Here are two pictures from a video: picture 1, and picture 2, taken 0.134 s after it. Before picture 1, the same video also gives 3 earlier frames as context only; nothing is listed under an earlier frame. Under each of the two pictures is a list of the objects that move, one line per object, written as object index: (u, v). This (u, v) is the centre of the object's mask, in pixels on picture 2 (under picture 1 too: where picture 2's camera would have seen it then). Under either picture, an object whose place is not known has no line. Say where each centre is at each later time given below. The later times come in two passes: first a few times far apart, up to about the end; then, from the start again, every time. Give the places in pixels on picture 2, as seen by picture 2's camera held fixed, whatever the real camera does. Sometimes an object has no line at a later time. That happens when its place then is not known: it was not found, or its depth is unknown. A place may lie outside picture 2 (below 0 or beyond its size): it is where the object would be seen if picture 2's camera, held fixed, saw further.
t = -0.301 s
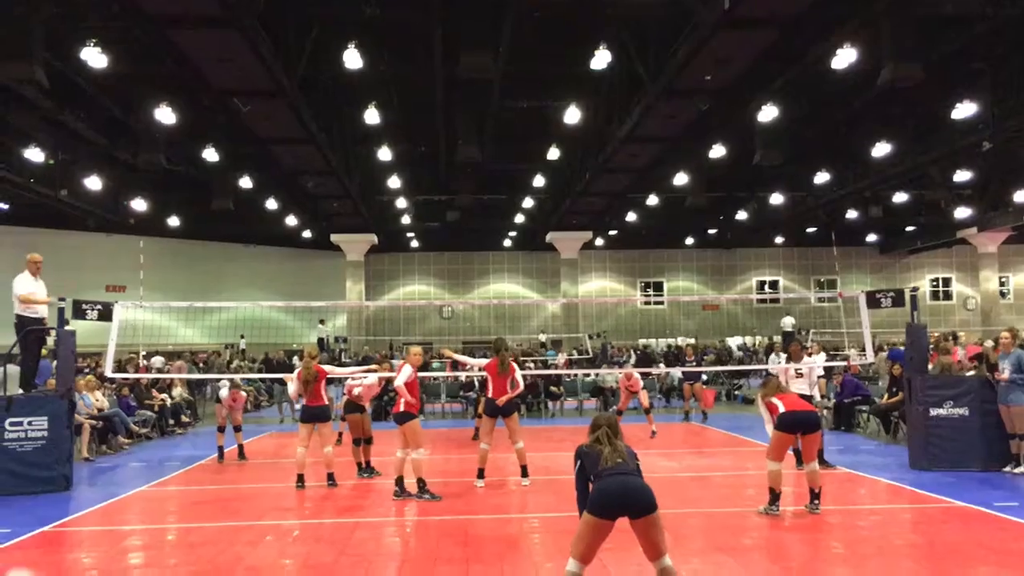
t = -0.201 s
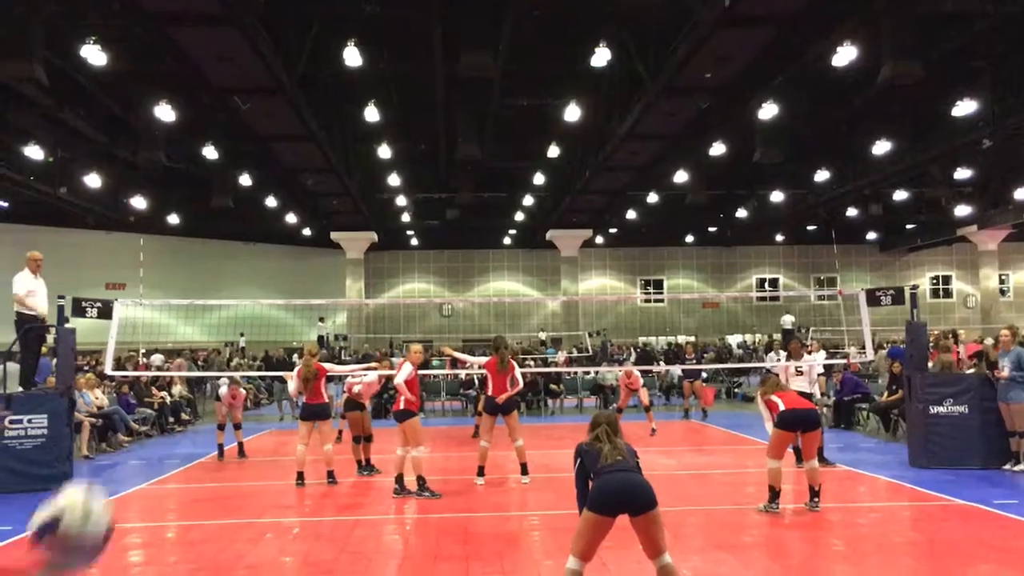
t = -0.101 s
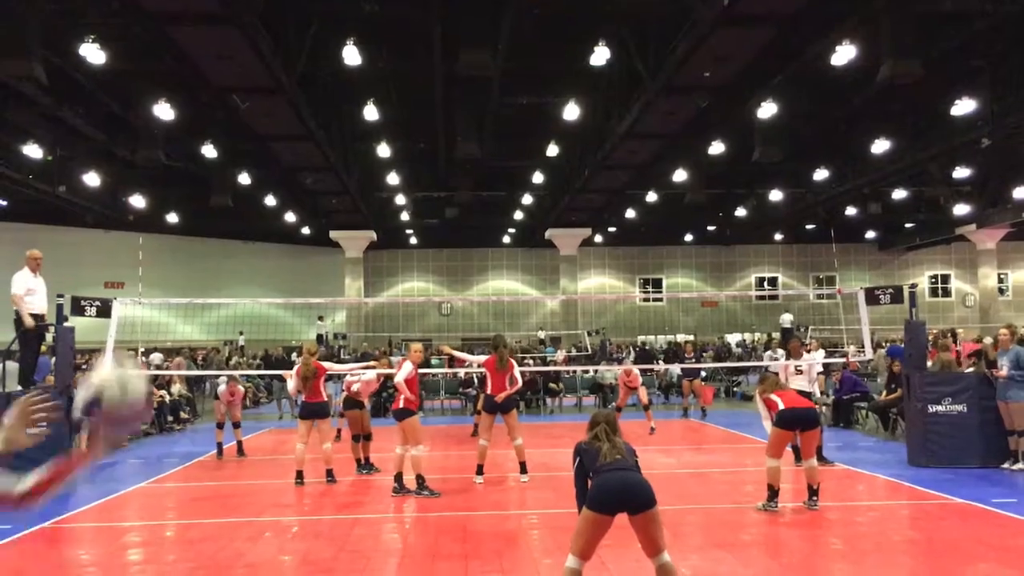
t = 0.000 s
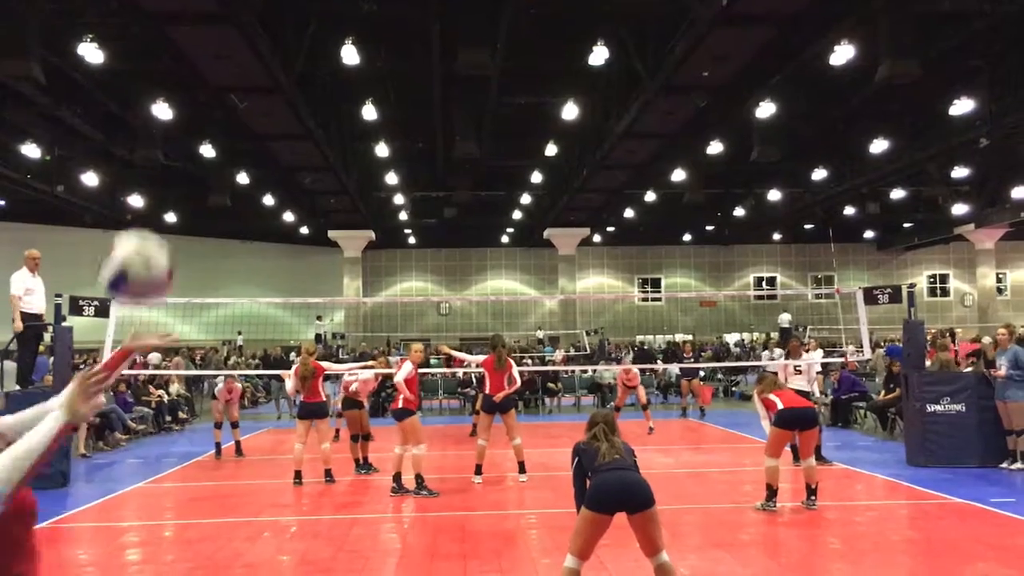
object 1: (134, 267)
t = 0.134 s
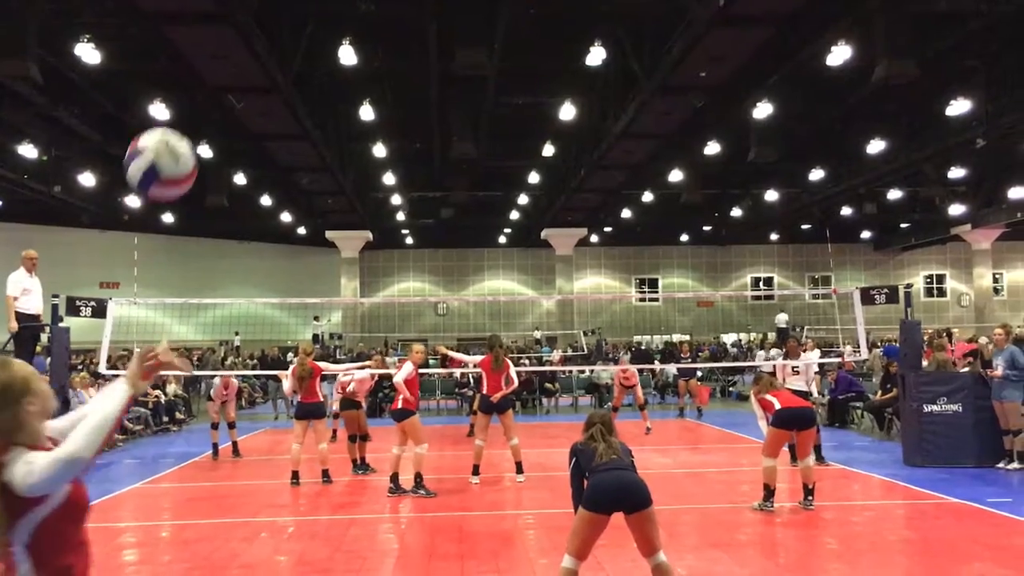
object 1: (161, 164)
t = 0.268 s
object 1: (187, 119)
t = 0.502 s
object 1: (228, 165)
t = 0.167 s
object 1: (167, 147)
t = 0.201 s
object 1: (174, 134)
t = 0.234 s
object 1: (181, 125)
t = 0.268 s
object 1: (187, 119)
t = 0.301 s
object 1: (193, 116)
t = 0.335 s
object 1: (200, 116)
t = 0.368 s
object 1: (205, 120)
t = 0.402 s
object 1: (211, 127)
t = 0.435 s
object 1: (217, 137)
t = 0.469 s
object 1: (222, 148)
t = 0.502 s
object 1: (228, 165)
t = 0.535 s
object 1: (234, 183)
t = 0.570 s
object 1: (240, 204)
